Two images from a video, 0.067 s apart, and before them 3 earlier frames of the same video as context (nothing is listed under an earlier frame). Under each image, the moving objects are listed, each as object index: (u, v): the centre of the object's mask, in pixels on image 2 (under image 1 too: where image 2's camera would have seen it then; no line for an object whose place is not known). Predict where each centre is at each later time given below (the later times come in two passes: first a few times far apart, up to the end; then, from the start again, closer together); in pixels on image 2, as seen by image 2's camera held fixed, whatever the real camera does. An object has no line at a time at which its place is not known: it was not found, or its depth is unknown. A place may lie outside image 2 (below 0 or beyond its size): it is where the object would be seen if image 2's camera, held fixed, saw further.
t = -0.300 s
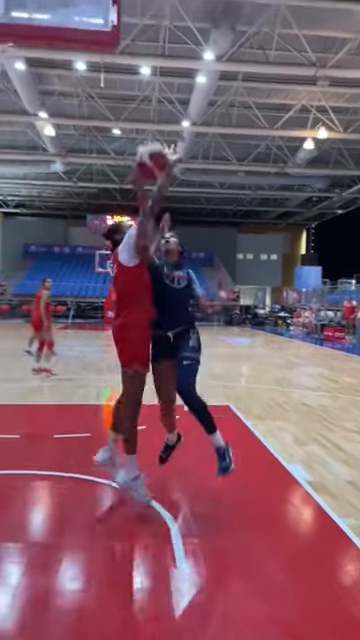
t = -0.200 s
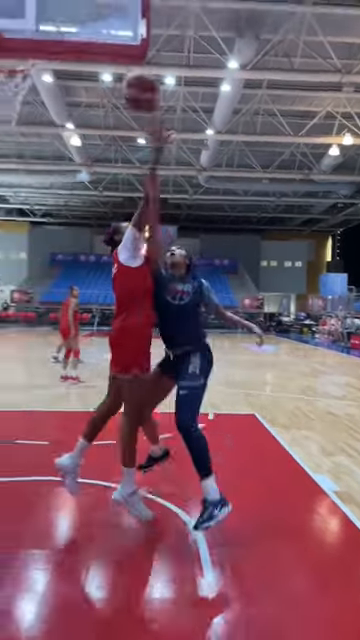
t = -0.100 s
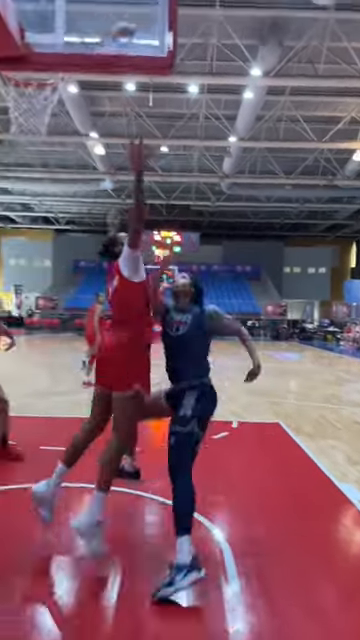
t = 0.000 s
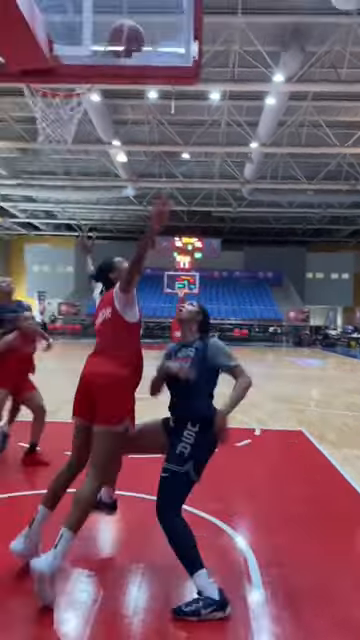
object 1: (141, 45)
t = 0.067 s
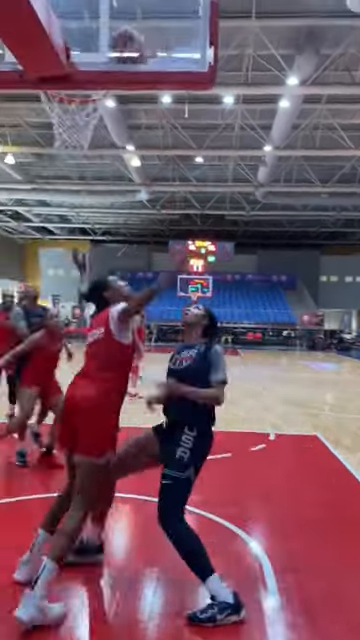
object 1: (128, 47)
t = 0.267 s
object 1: (86, 97)
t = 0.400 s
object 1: (68, 128)
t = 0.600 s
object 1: (60, 161)
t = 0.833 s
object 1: (47, 279)
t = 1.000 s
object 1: (36, 414)
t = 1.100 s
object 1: (27, 520)
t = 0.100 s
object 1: (123, 53)
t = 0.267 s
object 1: (86, 97)
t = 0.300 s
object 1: (80, 106)
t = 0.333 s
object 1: (74, 114)
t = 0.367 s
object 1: (75, 125)
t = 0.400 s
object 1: (68, 128)
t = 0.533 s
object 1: (63, 143)
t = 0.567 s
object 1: (61, 150)
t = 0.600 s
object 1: (60, 161)
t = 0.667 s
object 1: (56, 186)
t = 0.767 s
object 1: (51, 235)
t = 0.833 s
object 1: (47, 279)
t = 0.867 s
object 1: (44, 301)
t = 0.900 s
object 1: (43, 327)
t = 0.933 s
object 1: (41, 353)
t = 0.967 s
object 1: (39, 380)
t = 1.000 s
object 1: (36, 414)
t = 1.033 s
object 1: (34, 447)
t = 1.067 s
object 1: (31, 481)
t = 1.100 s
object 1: (27, 520)
